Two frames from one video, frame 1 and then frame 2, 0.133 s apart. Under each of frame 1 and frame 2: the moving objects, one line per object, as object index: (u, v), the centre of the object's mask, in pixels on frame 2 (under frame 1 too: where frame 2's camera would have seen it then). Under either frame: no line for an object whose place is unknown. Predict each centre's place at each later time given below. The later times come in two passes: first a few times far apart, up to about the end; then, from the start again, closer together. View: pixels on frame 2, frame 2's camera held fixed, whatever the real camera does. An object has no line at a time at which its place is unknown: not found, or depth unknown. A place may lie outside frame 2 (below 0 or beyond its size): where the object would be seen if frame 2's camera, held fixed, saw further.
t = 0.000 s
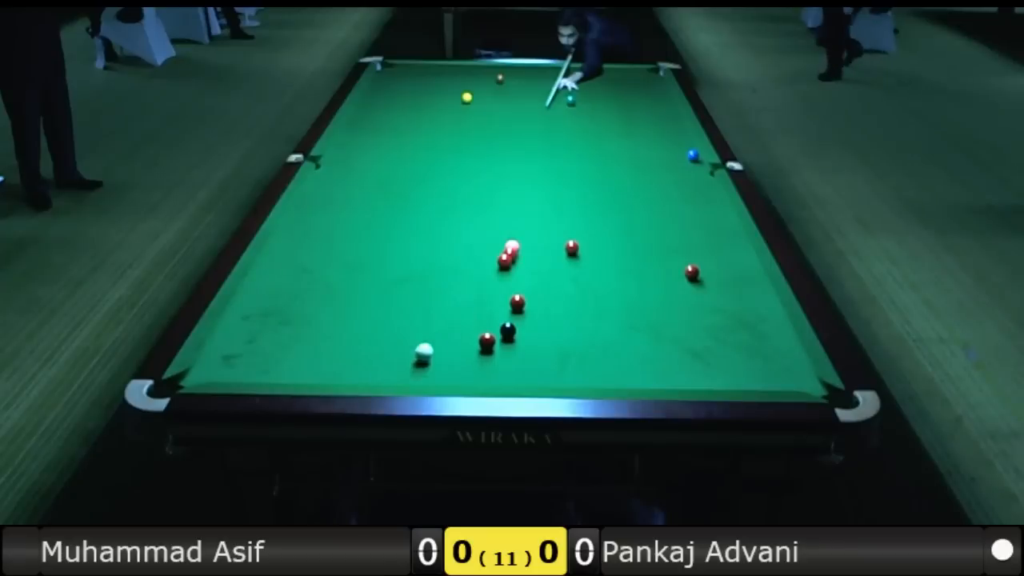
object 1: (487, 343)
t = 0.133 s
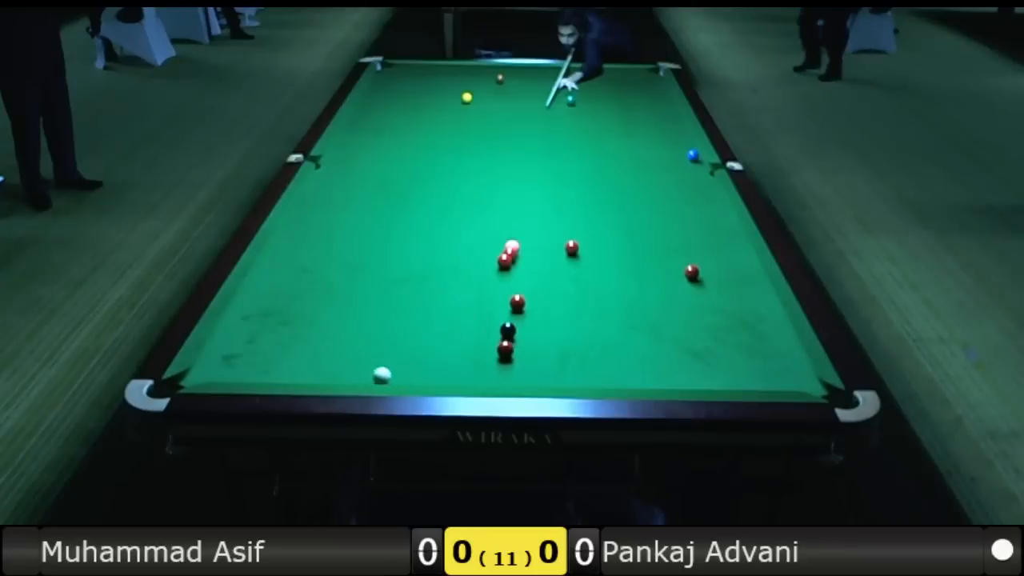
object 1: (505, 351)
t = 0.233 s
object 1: (519, 357)
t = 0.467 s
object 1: (550, 372)
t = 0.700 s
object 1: (582, 381)
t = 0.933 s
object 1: (605, 379)
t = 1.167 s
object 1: (626, 375)
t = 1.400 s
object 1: (644, 368)
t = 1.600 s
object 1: (661, 363)
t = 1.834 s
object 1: (676, 358)
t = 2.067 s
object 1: (690, 354)
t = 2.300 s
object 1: (702, 350)
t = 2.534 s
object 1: (713, 347)
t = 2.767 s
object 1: (722, 345)
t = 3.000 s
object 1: (729, 342)
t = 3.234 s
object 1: (735, 340)
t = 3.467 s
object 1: (740, 339)
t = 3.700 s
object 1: (744, 338)
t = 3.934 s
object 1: (746, 338)
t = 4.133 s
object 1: (747, 338)
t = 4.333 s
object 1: (747, 338)
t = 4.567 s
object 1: (747, 338)
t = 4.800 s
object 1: (747, 338)
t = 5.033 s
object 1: (747, 338)
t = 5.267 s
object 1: (747, 337)
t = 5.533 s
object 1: (747, 337)
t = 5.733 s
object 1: (747, 337)
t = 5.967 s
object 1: (747, 338)
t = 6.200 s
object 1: (747, 338)
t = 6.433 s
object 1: (747, 337)
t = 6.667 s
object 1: (747, 337)
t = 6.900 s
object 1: (747, 338)
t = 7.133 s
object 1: (747, 337)
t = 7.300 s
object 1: (747, 337)
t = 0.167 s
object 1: (509, 353)
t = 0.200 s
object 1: (514, 355)
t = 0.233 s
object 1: (519, 357)
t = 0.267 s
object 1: (523, 359)
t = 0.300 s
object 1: (528, 361)
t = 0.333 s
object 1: (532, 363)
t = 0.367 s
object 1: (537, 366)
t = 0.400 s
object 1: (541, 368)
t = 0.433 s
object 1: (546, 370)
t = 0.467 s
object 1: (550, 372)
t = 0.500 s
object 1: (555, 373)
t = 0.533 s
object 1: (559, 375)
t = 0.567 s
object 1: (564, 376)
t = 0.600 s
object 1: (568, 377)
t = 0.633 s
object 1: (573, 379)
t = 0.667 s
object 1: (577, 380)
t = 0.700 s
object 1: (582, 381)
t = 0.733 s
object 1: (586, 382)
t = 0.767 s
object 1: (589, 381)
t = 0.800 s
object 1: (592, 381)
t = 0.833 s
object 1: (595, 380)
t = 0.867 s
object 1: (599, 380)
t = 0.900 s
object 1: (602, 379)
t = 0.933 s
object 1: (605, 379)
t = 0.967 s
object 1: (608, 378)
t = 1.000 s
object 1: (611, 378)
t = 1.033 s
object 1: (614, 377)
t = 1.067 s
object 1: (617, 376)
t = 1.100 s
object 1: (620, 376)
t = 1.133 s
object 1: (623, 376)
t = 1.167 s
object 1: (626, 375)
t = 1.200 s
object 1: (628, 373)
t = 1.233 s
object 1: (631, 372)
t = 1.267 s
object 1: (634, 371)
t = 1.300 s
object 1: (636, 371)
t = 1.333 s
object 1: (639, 370)
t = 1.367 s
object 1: (641, 369)
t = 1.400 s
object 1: (644, 368)
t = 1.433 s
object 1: (646, 367)
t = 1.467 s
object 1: (649, 366)
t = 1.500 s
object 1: (651, 366)
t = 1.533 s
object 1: (656, 364)
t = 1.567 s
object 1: (659, 363)
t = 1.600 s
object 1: (661, 363)
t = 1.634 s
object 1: (663, 362)
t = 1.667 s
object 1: (665, 361)
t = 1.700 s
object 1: (668, 361)
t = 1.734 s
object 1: (670, 360)
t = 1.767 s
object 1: (672, 359)
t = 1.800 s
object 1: (674, 359)
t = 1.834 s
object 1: (676, 358)
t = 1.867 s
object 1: (678, 357)
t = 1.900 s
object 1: (680, 357)
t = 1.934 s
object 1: (683, 356)
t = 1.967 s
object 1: (684, 356)
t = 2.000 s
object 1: (687, 355)
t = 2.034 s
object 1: (688, 354)
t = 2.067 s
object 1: (690, 354)
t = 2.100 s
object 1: (692, 353)
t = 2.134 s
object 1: (694, 353)
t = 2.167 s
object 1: (695, 352)
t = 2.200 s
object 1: (697, 352)
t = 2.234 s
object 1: (699, 351)
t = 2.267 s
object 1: (701, 351)
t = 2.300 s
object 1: (702, 350)
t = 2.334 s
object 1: (704, 350)
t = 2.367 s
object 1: (705, 350)
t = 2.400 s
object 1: (707, 349)
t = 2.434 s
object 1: (708, 349)
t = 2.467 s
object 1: (710, 348)
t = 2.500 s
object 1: (711, 348)
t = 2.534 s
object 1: (713, 347)
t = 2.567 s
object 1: (714, 347)
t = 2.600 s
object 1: (716, 346)
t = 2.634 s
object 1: (717, 346)
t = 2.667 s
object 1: (718, 346)
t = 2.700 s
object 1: (719, 345)
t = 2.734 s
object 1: (720, 345)
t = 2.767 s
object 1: (722, 345)
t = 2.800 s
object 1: (723, 344)
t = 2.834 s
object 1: (724, 344)
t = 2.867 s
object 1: (725, 343)
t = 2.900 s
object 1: (726, 343)
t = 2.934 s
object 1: (727, 343)
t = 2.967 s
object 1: (728, 343)
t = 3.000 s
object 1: (729, 342)
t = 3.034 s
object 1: (730, 342)
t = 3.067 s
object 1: (731, 342)
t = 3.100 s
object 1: (732, 342)
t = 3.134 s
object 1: (733, 341)
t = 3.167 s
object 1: (734, 341)
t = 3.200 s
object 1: (735, 341)
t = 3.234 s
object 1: (735, 340)
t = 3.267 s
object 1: (736, 340)
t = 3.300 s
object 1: (737, 340)
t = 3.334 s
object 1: (738, 340)
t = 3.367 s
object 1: (738, 340)
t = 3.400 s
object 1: (739, 339)
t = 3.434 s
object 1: (740, 339)
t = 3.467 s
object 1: (740, 339)
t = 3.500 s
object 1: (741, 339)
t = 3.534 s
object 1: (741, 339)
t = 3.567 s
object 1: (742, 339)
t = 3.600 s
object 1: (742, 339)
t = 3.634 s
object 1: (743, 339)
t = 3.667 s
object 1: (743, 338)
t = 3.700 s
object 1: (744, 338)
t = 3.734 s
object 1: (744, 338)
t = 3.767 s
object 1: (744, 338)
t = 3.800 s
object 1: (744, 338)
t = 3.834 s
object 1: (745, 338)
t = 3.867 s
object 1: (745, 338)
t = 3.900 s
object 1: (746, 338)
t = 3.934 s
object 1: (746, 338)
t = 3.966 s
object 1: (746, 338)
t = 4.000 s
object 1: (746, 338)
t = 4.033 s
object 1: (747, 338)
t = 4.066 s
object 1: (747, 338)
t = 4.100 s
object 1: (747, 338)
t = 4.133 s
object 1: (747, 338)
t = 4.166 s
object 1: (747, 338)
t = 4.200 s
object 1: (747, 338)
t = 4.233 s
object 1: (747, 338)
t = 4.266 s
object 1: (747, 338)
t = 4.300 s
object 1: (747, 338)
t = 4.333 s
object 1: (747, 338)
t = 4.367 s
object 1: (747, 338)
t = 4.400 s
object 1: (747, 338)
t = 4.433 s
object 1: (747, 338)
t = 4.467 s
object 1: (747, 338)
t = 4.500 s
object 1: (747, 338)
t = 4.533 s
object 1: (747, 338)
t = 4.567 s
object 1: (747, 338)
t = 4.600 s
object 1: (747, 338)
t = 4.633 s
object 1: (747, 338)
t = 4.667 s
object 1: (747, 338)
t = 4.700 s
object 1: (747, 338)
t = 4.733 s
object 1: (747, 338)
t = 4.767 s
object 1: (747, 338)
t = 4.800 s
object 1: (747, 338)
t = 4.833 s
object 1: (747, 338)
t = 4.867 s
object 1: (747, 338)
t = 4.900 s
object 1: (747, 338)
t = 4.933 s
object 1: (747, 338)
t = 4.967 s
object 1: (747, 338)
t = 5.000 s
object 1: (747, 338)
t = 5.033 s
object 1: (747, 338)
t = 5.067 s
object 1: (747, 338)
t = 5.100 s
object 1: (747, 338)
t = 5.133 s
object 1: (747, 338)
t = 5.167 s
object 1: (747, 338)
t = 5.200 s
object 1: (747, 338)
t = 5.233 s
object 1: (747, 337)
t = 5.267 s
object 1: (747, 337)
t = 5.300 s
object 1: (747, 337)
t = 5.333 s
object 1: (747, 337)
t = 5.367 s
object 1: (747, 337)
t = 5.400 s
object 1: (747, 337)
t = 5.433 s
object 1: (747, 337)
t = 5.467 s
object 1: (747, 337)
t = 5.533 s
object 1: (747, 337)
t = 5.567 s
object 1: (747, 337)
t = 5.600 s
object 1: (747, 337)
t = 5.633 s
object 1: (747, 337)
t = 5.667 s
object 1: (747, 337)
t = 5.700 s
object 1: (747, 337)
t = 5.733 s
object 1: (747, 337)
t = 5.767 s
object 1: (747, 337)
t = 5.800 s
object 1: (747, 337)
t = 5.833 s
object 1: (747, 338)
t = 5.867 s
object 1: (747, 338)
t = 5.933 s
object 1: (747, 338)
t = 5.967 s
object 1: (747, 338)
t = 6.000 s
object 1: (747, 338)
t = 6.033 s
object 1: (747, 338)
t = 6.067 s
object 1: (747, 338)
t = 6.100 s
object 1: (747, 338)
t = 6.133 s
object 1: (747, 338)
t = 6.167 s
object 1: (747, 338)
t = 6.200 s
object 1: (747, 338)
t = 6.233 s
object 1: (747, 338)
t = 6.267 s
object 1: (747, 338)
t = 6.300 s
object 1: (747, 338)
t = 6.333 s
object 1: (747, 338)
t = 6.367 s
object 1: (747, 338)
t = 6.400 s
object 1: (747, 338)
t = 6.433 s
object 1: (747, 337)
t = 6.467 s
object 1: (747, 337)
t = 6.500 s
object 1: (747, 337)
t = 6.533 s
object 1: (747, 337)
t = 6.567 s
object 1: (747, 337)
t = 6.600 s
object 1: (747, 337)
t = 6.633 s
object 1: (747, 337)
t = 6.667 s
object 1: (747, 337)
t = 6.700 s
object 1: (747, 337)
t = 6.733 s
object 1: (747, 337)
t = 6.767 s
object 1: (747, 337)
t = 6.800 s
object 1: (747, 338)
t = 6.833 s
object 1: (747, 338)
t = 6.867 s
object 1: (747, 338)
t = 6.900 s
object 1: (747, 338)
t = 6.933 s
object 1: (747, 338)
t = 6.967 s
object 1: (747, 337)
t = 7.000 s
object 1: (747, 337)
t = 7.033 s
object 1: (747, 337)
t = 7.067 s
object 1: (747, 337)
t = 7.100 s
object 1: (747, 338)
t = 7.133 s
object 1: (747, 337)
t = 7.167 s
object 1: (747, 337)
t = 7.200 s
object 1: (747, 337)
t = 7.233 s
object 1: (747, 338)
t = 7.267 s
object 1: (747, 338)
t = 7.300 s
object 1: (747, 337)
